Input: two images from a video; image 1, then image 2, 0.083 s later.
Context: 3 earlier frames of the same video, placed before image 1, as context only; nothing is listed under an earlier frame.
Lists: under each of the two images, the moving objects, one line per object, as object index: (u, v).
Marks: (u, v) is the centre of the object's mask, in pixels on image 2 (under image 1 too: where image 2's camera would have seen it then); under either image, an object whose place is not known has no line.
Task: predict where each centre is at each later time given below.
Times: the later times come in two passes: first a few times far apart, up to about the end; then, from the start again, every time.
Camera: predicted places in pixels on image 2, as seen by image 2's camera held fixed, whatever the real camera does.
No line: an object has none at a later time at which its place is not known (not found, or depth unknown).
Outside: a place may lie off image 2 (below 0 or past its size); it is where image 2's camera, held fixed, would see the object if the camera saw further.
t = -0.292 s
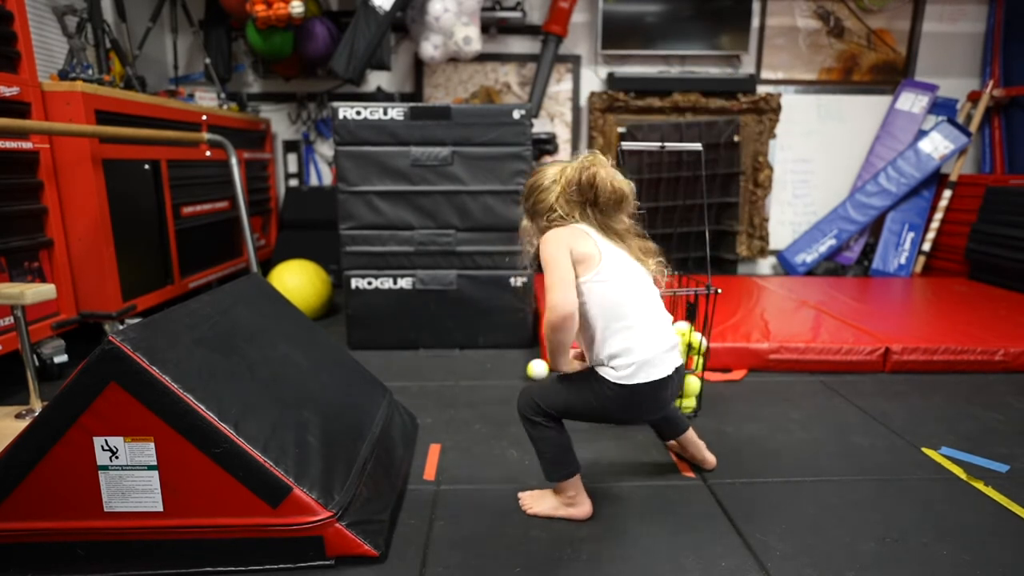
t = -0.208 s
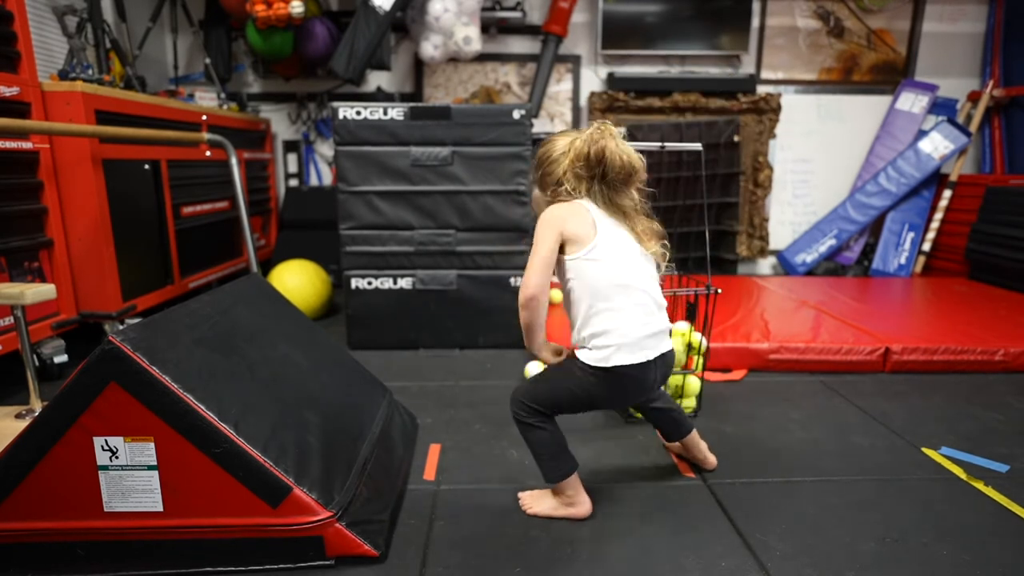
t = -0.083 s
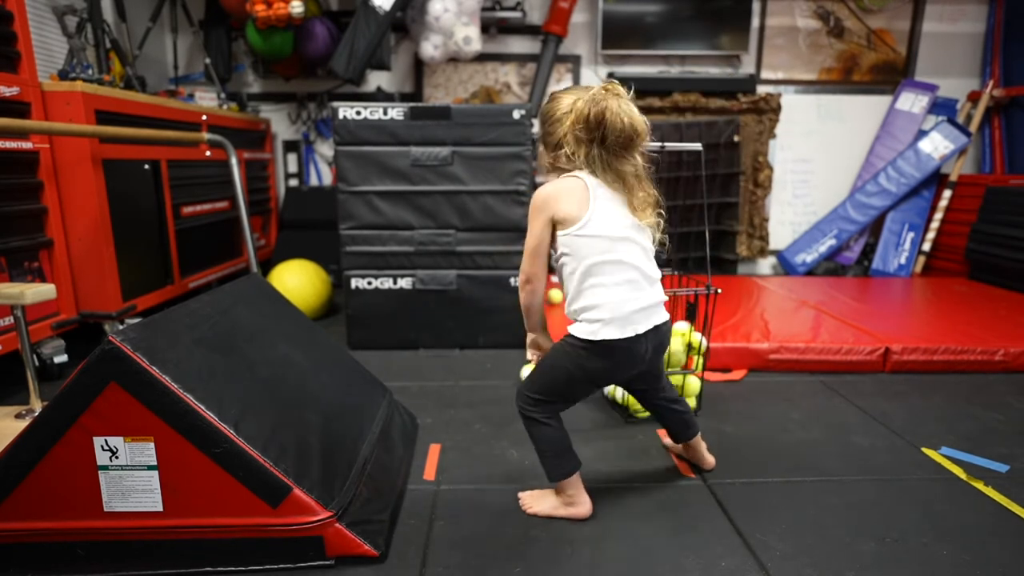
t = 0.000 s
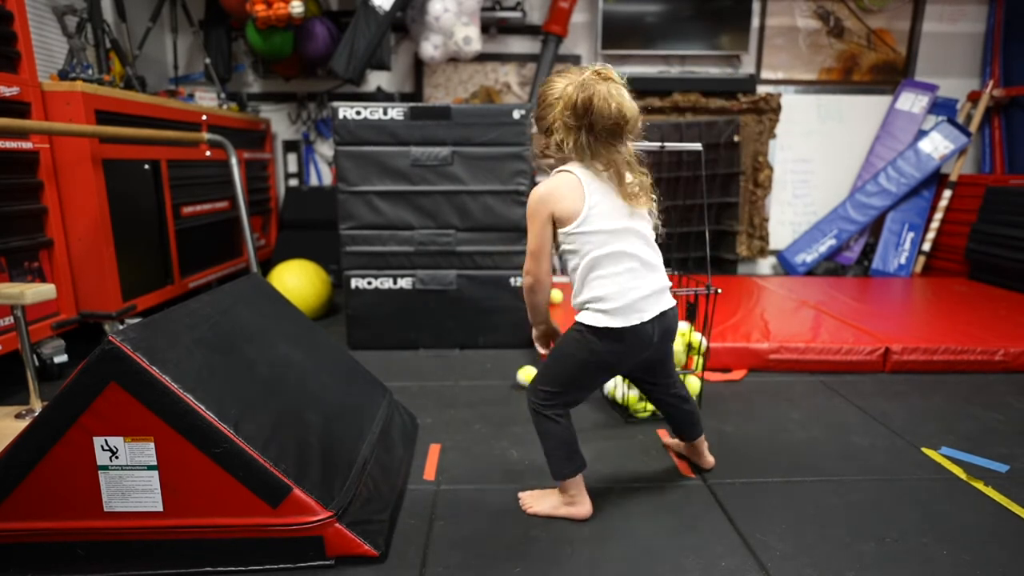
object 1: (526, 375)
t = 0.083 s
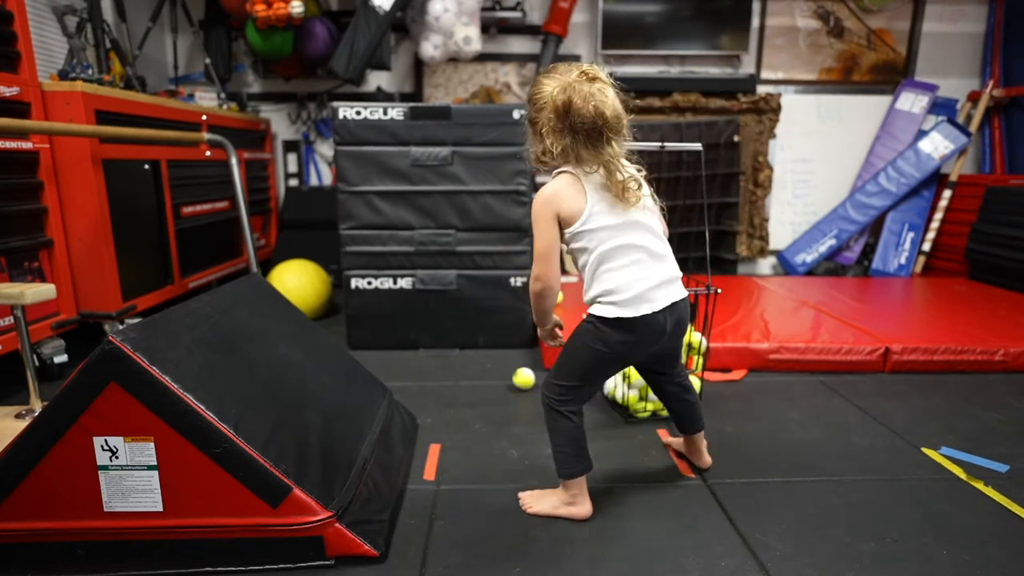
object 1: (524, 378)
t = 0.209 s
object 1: (518, 382)
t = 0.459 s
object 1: (504, 391)
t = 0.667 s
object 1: (491, 399)
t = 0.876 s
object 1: (476, 407)
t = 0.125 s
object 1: (522, 379)
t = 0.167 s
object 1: (520, 381)
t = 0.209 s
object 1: (518, 382)
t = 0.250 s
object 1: (516, 383)
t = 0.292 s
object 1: (513, 385)
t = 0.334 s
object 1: (511, 386)
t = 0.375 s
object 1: (509, 387)
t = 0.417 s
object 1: (506, 389)
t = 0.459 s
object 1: (504, 391)
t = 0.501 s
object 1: (501, 392)
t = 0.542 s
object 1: (499, 394)
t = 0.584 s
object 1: (497, 395)
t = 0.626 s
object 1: (494, 397)
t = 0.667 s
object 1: (491, 399)
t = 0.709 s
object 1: (488, 400)
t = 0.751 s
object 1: (485, 402)
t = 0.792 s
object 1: (482, 404)
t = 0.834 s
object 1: (479, 405)
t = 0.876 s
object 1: (476, 407)
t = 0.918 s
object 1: (473, 409)
